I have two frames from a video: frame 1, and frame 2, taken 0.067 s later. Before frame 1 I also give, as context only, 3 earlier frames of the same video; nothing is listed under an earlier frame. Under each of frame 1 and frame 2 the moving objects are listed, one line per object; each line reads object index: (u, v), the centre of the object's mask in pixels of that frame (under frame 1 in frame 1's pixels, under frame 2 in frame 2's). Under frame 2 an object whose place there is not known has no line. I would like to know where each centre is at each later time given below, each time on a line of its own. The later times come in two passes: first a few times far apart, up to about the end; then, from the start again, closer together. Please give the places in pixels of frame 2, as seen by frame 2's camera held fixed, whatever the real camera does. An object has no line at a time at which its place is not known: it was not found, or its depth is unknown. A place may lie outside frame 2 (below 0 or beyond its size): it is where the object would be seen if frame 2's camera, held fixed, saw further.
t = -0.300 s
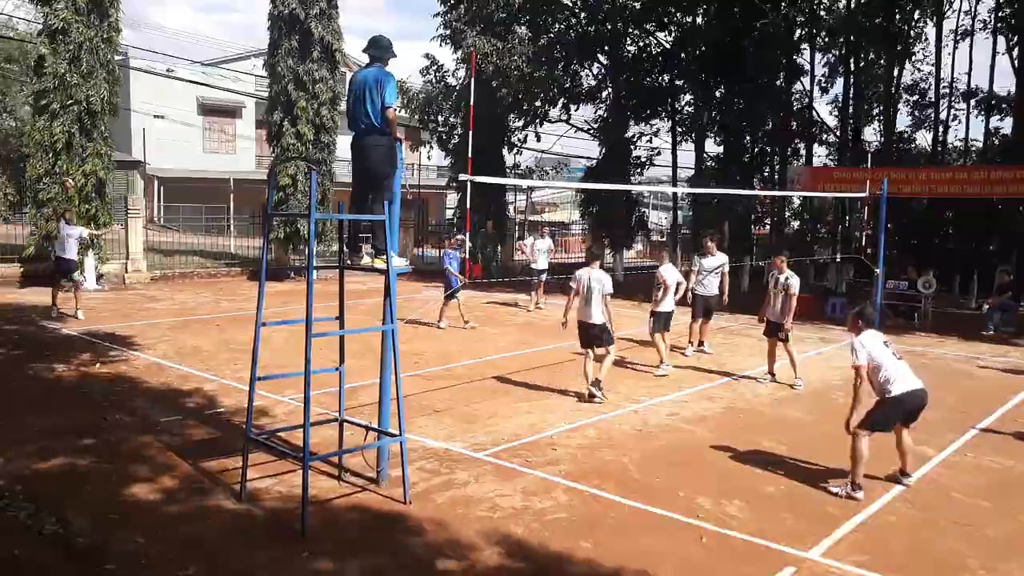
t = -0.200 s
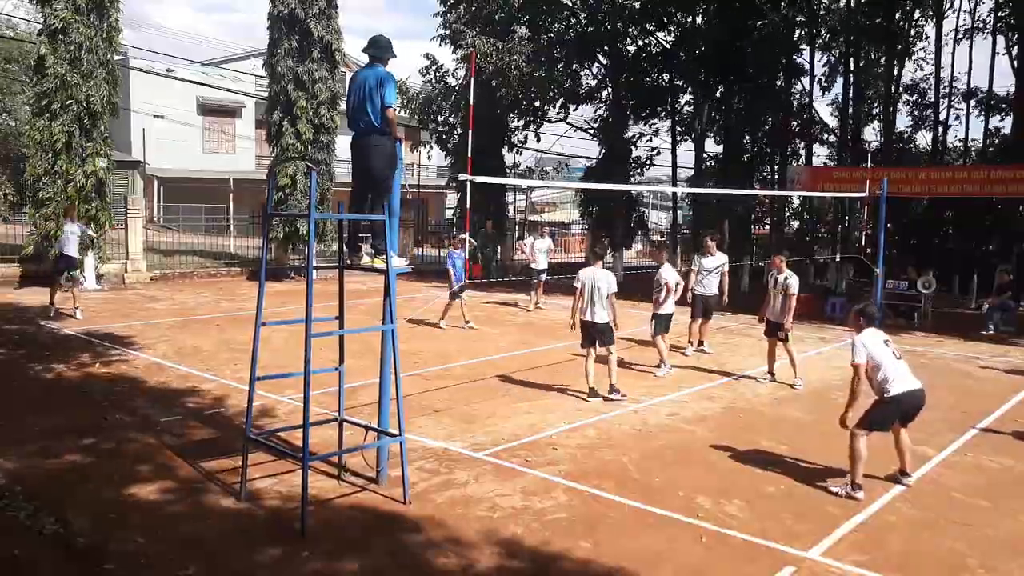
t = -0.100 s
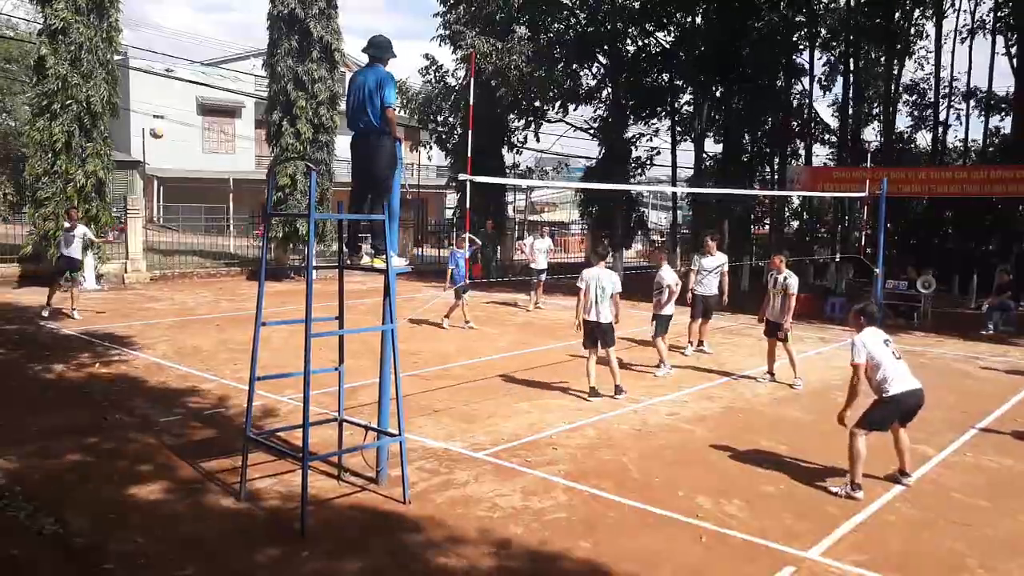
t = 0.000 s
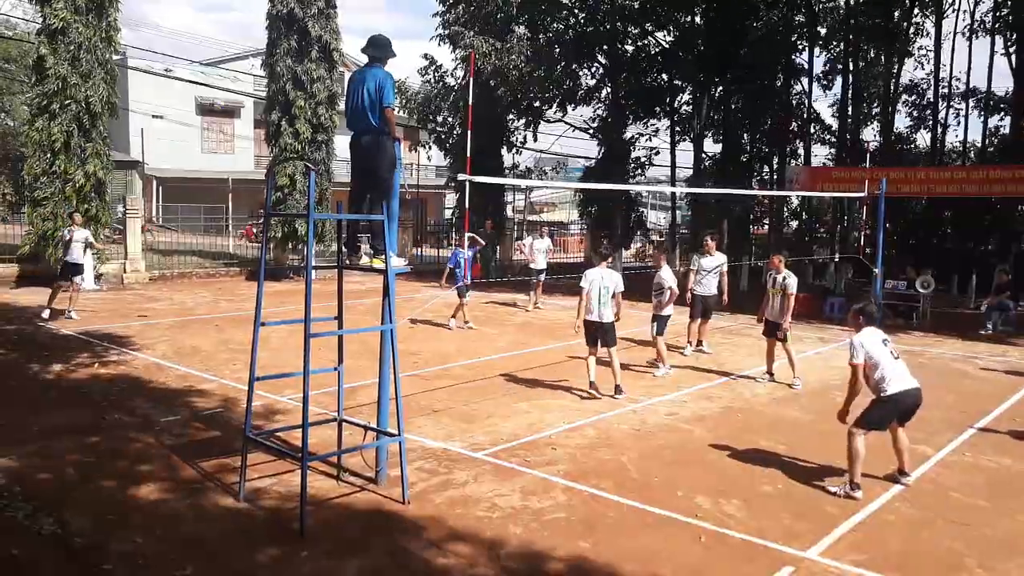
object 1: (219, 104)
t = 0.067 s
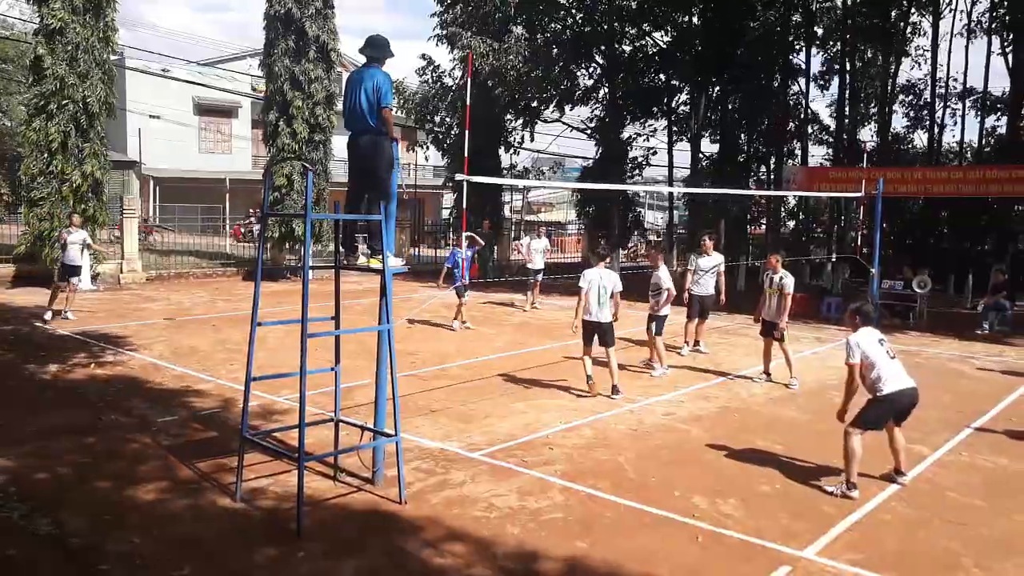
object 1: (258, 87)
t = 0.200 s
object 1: (354, 59)
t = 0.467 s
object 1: (571, 43)
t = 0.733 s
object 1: (823, 77)
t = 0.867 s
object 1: (962, 112)
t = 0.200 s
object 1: (354, 59)
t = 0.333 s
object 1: (458, 43)
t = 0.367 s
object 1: (484, 42)
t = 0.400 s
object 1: (515, 40)
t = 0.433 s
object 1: (542, 39)
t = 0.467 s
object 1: (571, 43)
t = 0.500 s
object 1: (600, 41)
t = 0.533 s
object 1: (629, 43)
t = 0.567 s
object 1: (659, 45)
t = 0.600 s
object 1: (692, 49)
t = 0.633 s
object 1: (723, 55)
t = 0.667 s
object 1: (755, 60)
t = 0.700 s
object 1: (787, 67)
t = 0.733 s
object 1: (823, 77)
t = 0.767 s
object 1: (858, 81)
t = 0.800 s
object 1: (890, 91)
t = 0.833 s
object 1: (926, 102)
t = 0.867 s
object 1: (962, 112)
